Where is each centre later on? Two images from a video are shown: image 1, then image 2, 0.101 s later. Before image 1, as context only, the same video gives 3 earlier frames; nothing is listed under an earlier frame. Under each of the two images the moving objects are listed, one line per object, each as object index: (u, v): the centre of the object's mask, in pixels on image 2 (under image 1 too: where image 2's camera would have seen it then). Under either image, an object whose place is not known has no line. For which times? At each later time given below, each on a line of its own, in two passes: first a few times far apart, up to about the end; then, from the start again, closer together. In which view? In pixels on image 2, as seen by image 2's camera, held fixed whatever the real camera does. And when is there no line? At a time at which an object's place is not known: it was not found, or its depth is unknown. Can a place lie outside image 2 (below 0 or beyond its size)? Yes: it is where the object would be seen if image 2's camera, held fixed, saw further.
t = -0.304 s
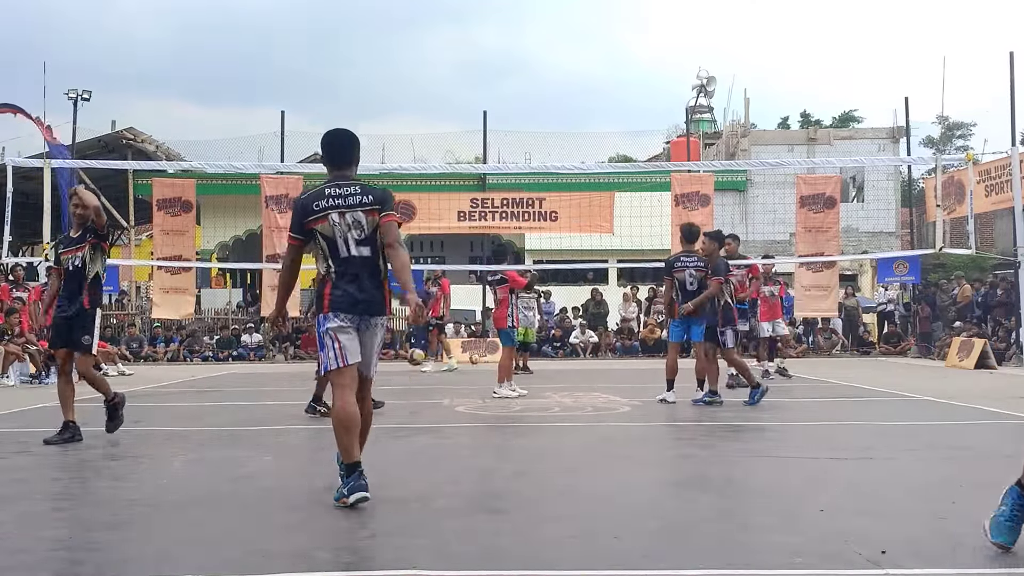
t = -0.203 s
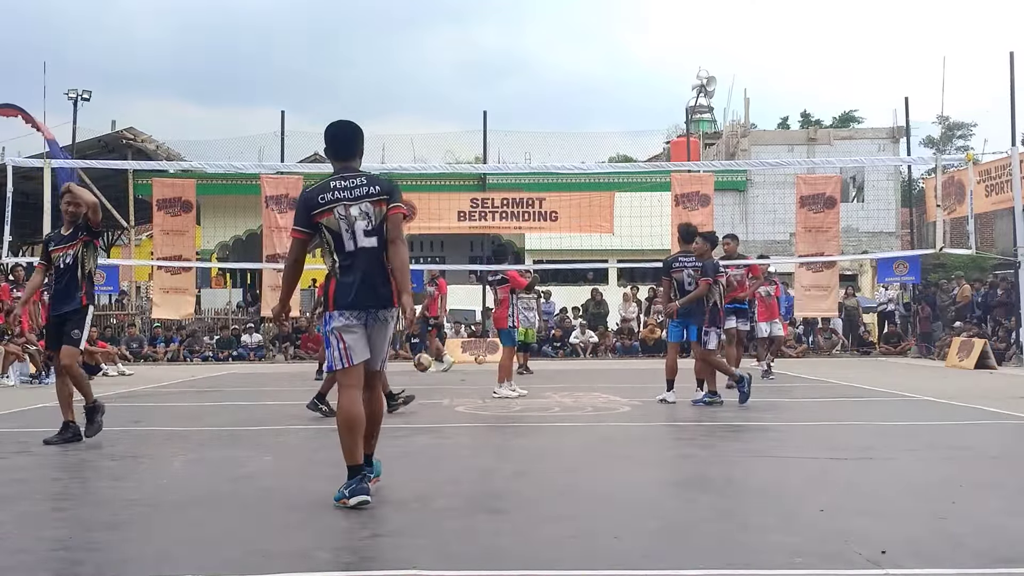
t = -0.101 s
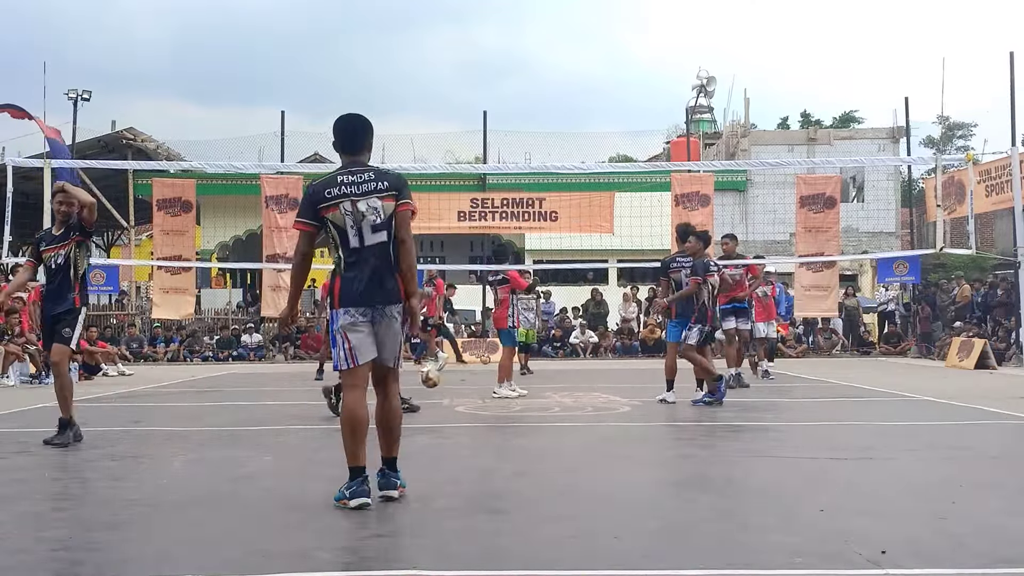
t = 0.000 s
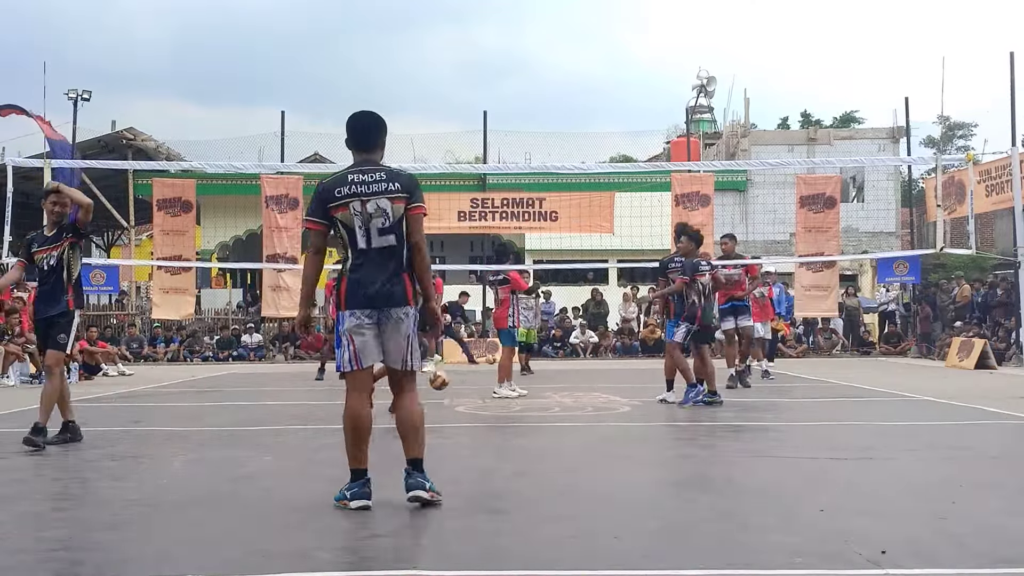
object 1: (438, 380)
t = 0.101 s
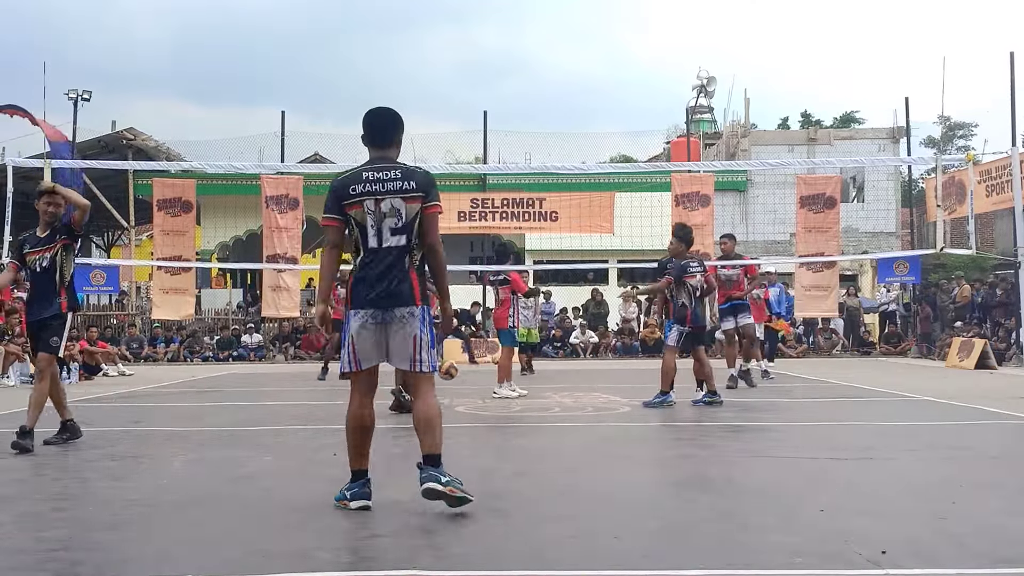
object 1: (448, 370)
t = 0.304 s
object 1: (469, 385)
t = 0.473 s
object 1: (487, 392)
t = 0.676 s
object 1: (518, 402)
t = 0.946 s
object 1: (569, 405)
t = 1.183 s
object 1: (630, 425)
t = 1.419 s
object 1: (712, 446)
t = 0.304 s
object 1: (469, 385)
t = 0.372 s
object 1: (475, 399)
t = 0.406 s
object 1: (478, 399)
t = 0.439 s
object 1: (483, 395)
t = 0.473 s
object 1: (487, 392)
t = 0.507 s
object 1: (492, 390)
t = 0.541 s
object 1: (496, 390)
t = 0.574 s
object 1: (501, 391)
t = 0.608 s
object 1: (506, 393)
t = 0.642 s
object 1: (512, 397)
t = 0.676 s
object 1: (518, 402)
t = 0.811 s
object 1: (542, 407)
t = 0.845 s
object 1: (548, 404)
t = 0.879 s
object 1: (555, 403)
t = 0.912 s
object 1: (562, 403)
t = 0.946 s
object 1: (569, 405)
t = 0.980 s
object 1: (576, 410)
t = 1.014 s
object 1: (585, 415)
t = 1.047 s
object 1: (594, 422)
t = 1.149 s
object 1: (621, 429)
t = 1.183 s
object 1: (630, 425)
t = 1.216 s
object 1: (641, 421)
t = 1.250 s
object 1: (651, 420)
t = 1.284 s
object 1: (662, 421)
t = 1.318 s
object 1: (674, 424)
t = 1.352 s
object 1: (686, 428)
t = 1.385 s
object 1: (699, 436)
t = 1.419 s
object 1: (712, 446)
